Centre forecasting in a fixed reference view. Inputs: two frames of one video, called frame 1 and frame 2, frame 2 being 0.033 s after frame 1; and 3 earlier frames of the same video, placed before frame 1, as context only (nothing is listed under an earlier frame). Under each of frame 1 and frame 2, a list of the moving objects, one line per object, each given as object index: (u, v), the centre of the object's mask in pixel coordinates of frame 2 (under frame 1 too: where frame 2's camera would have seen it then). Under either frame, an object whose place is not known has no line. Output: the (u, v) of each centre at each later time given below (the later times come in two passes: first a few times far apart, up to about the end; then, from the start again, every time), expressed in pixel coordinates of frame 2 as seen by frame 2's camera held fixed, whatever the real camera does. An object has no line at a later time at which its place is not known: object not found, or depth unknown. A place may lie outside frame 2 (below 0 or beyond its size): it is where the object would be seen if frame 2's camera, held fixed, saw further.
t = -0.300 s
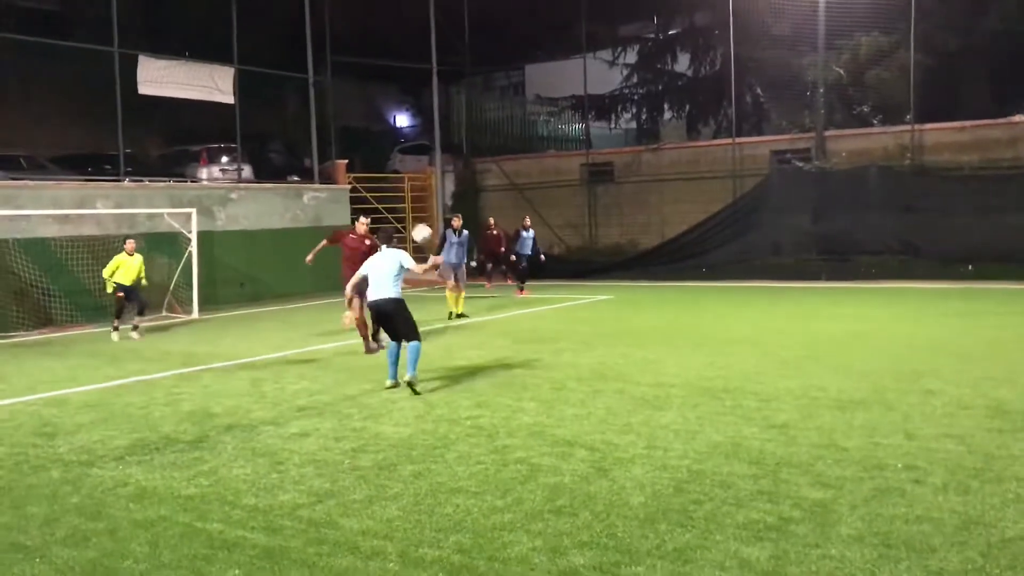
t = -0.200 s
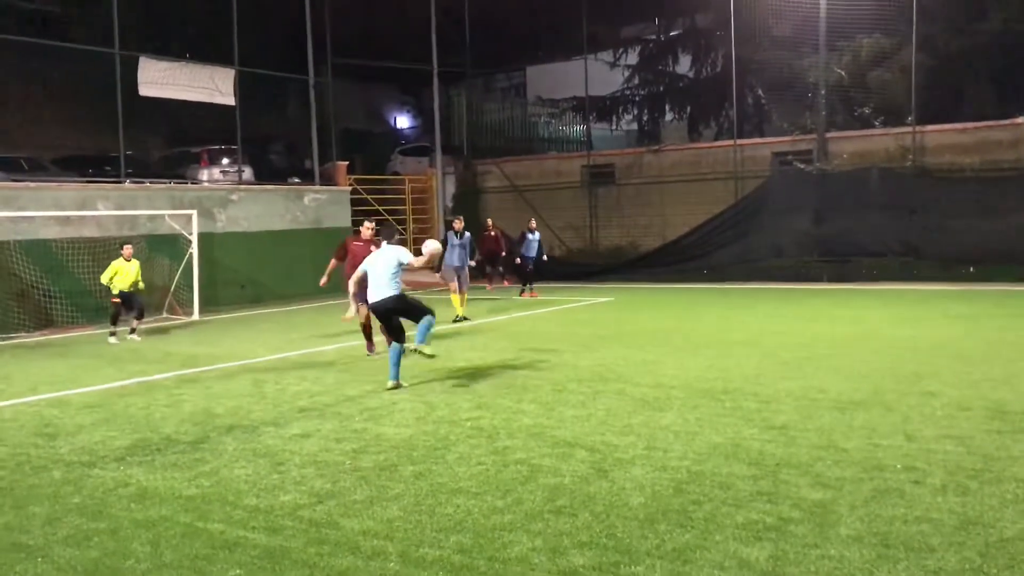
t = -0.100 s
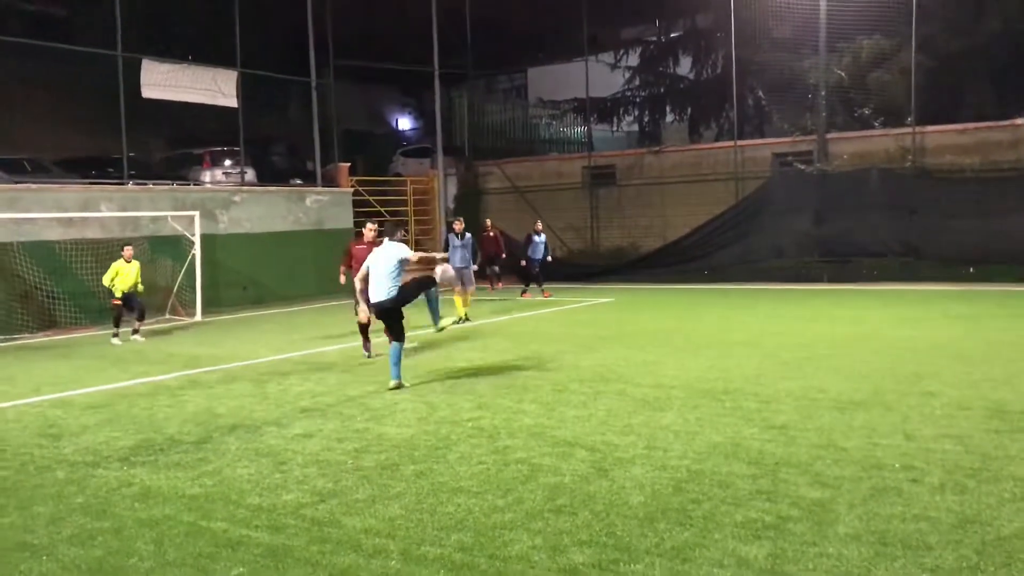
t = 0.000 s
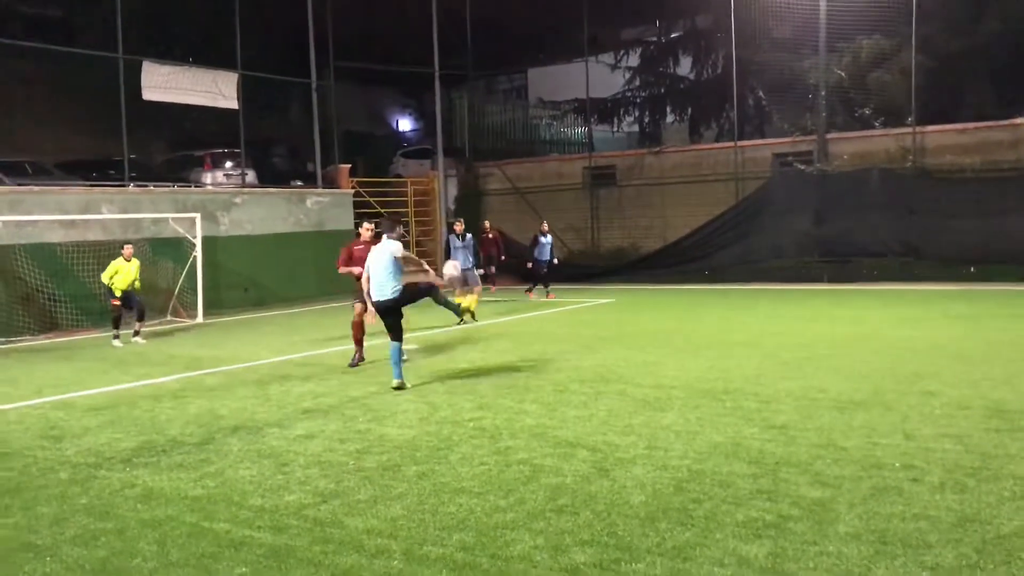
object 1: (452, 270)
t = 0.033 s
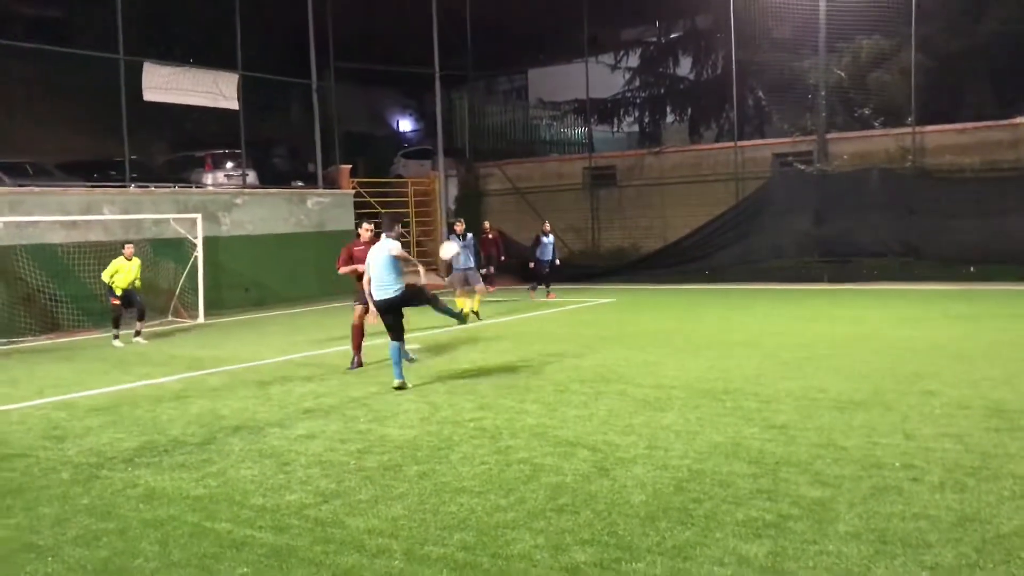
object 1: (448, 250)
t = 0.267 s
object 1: (442, 150)
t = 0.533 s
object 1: (438, 102)
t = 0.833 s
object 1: (438, 121)
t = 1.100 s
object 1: (439, 195)
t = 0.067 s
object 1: (448, 232)
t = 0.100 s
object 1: (447, 217)
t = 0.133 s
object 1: (446, 201)
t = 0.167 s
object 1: (444, 186)
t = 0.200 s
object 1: (444, 173)
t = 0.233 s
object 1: (443, 161)
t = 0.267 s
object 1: (442, 150)
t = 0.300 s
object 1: (441, 141)
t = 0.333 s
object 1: (441, 132)
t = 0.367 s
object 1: (440, 124)
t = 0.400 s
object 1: (440, 118)
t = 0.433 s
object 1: (439, 112)
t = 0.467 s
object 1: (439, 108)
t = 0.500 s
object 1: (438, 105)
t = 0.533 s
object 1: (438, 102)
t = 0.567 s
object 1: (438, 100)
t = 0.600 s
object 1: (438, 100)
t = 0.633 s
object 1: (438, 101)
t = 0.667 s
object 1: (438, 102)
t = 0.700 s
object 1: (438, 104)
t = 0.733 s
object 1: (438, 107)
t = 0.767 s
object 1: (437, 110)
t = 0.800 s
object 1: (438, 115)
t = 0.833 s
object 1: (438, 121)
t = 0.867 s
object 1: (438, 128)
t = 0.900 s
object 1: (438, 135)
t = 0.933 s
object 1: (438, 143)
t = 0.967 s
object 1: (438, 152)
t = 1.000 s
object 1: (439, 162)
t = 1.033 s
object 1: (439, 171)
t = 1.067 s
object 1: (438, 183)
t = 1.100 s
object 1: (439, 195)
